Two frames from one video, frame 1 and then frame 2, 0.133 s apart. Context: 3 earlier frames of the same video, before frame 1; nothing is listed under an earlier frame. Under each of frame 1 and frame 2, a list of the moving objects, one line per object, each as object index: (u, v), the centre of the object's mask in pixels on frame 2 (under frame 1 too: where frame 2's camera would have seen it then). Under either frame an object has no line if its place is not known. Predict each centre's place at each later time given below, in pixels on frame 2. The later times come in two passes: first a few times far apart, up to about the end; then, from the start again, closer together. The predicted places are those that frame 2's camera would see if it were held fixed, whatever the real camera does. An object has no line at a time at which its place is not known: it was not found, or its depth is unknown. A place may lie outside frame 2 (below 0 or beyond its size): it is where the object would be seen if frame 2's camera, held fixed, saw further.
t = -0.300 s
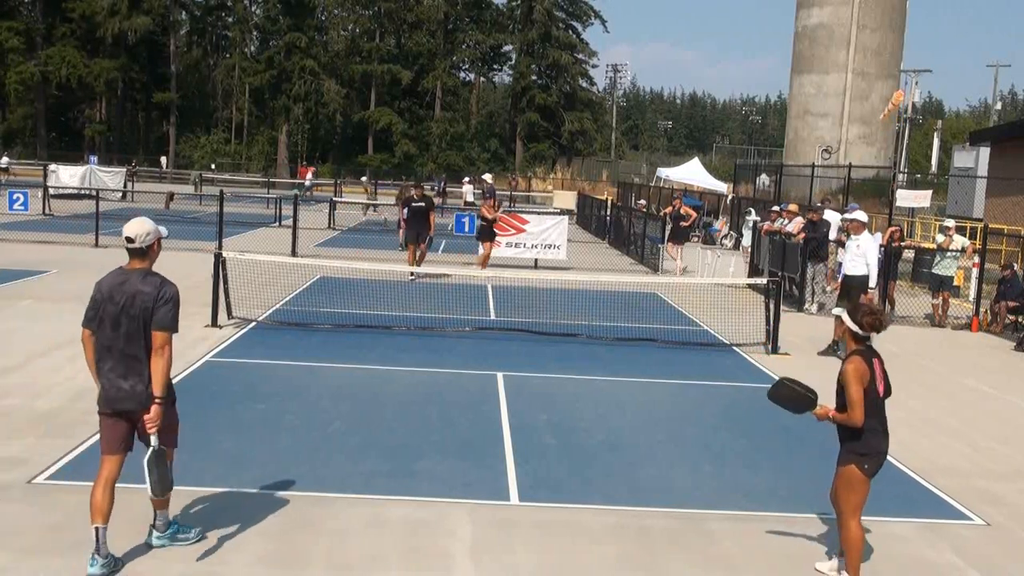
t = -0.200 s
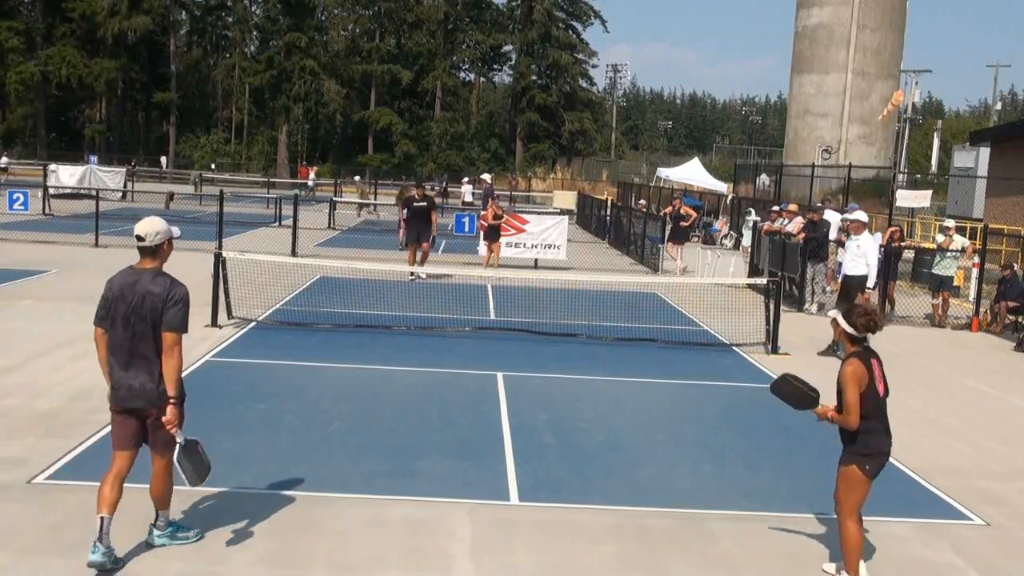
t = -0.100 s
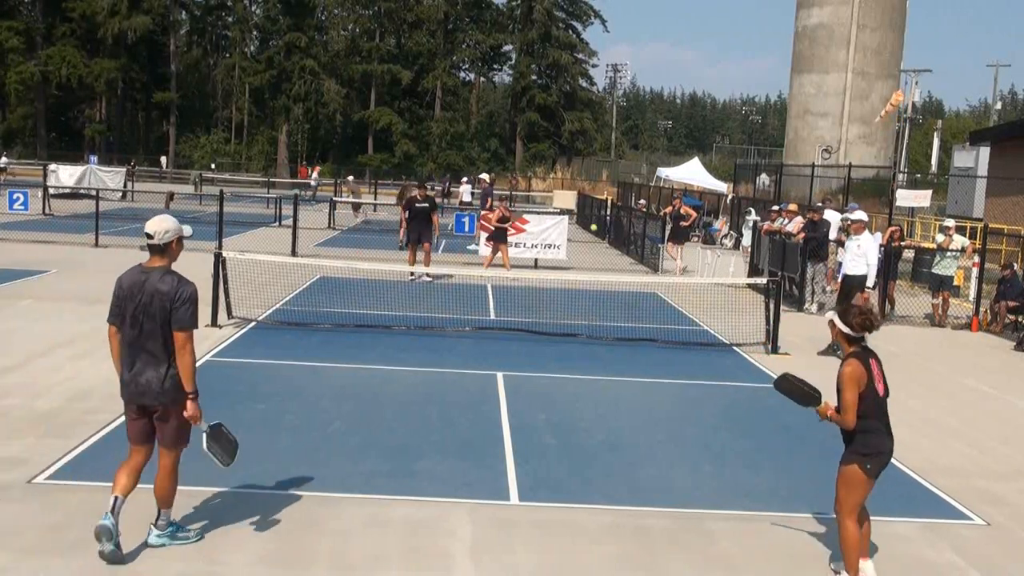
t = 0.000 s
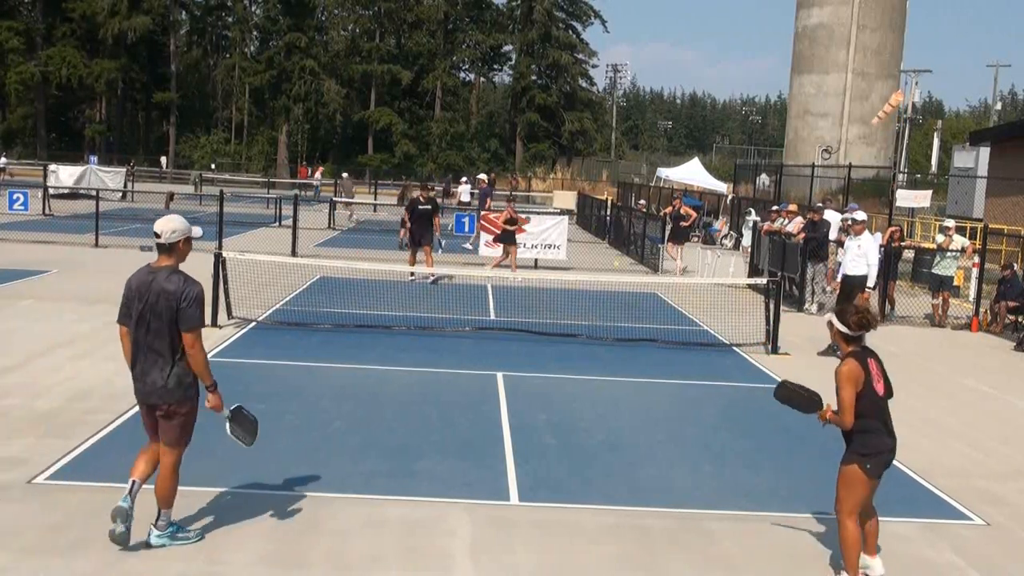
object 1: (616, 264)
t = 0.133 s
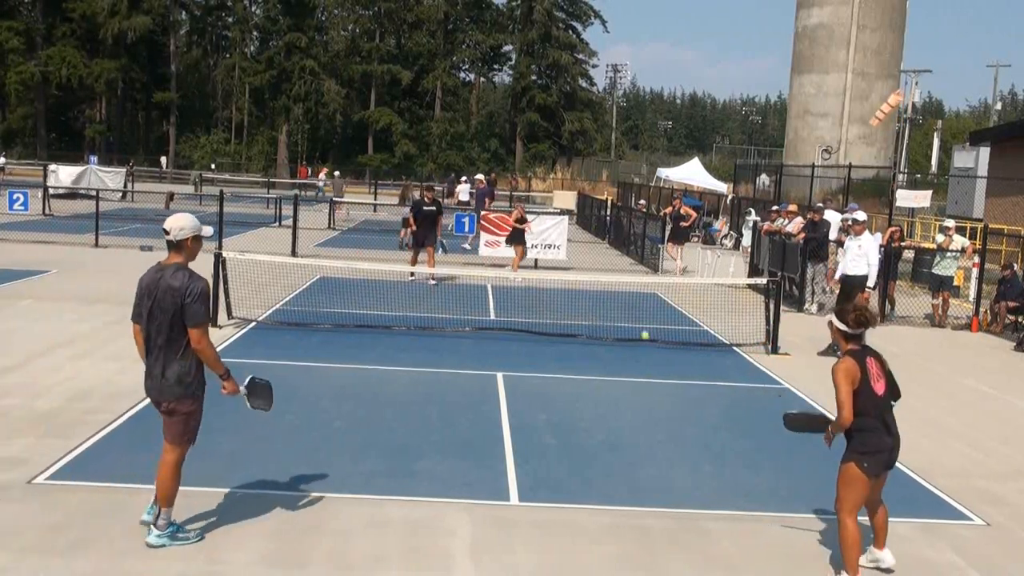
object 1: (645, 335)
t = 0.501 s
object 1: (719, 338)
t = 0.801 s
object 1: (783, 397)
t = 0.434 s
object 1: (705, 341)
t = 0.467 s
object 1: (712, 338)
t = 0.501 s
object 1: (719, 338)
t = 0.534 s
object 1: (725, 338)
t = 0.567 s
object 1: (733, 339)
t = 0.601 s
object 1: (740, 342)
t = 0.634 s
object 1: (747, 347)
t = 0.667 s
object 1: (753, 353)
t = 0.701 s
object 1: (762, 361)
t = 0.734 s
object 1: (768, 371)
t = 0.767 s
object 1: (775, 382)
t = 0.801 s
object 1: (783, 397)
